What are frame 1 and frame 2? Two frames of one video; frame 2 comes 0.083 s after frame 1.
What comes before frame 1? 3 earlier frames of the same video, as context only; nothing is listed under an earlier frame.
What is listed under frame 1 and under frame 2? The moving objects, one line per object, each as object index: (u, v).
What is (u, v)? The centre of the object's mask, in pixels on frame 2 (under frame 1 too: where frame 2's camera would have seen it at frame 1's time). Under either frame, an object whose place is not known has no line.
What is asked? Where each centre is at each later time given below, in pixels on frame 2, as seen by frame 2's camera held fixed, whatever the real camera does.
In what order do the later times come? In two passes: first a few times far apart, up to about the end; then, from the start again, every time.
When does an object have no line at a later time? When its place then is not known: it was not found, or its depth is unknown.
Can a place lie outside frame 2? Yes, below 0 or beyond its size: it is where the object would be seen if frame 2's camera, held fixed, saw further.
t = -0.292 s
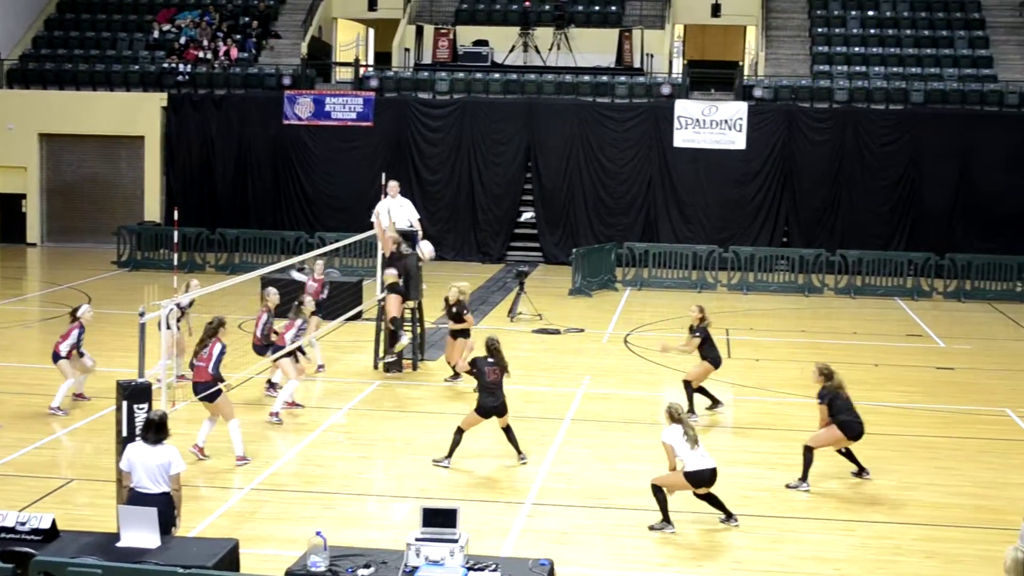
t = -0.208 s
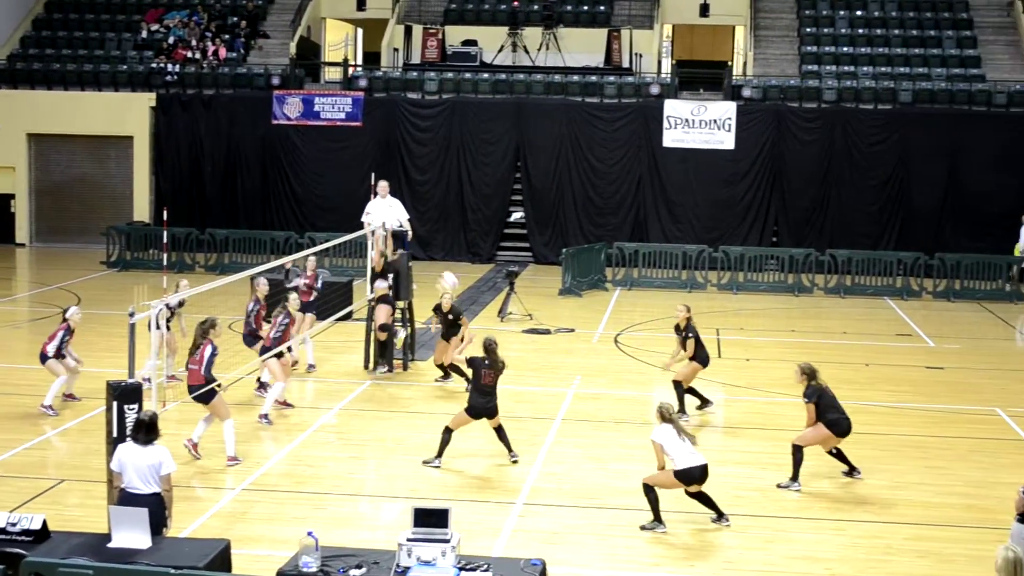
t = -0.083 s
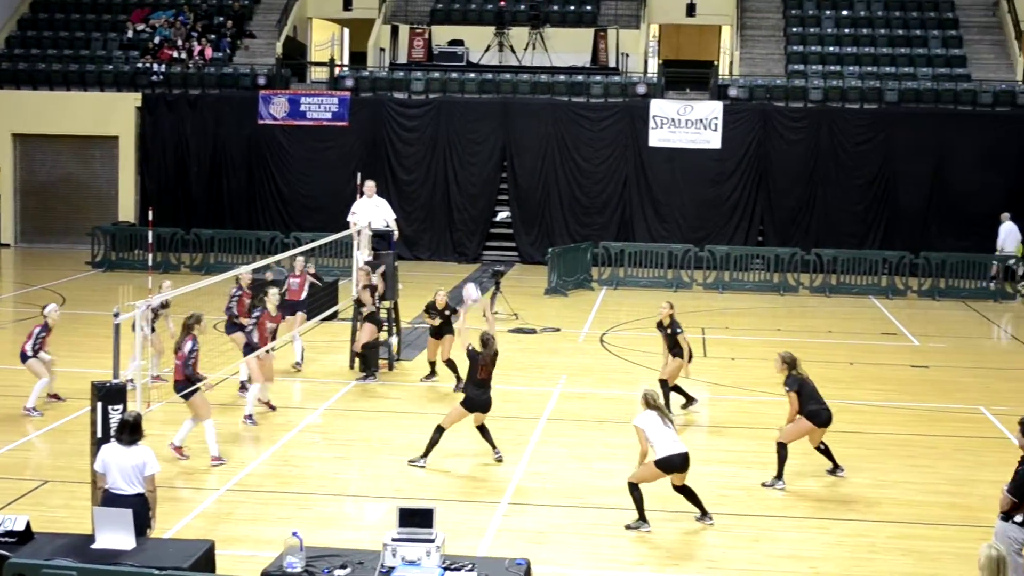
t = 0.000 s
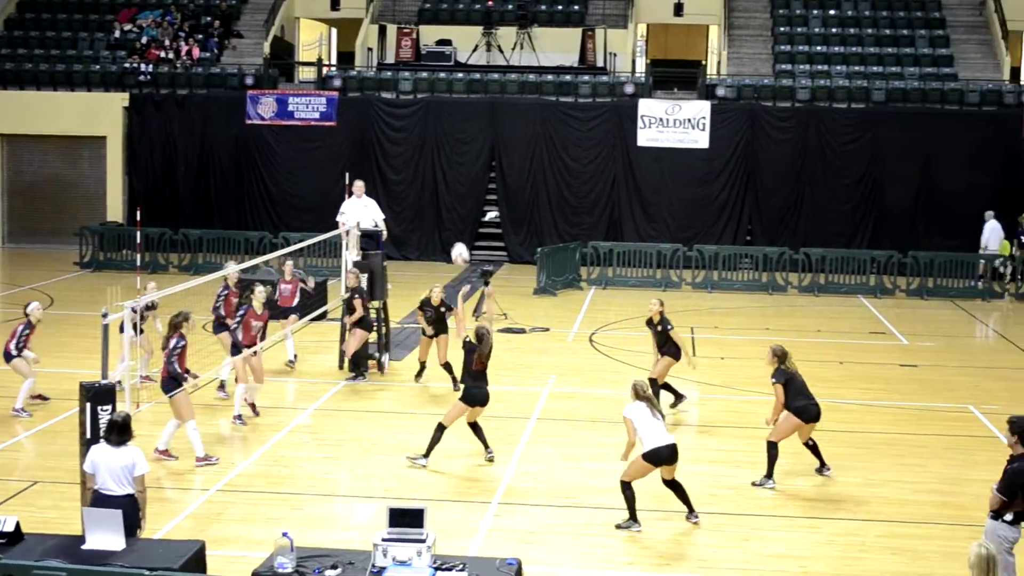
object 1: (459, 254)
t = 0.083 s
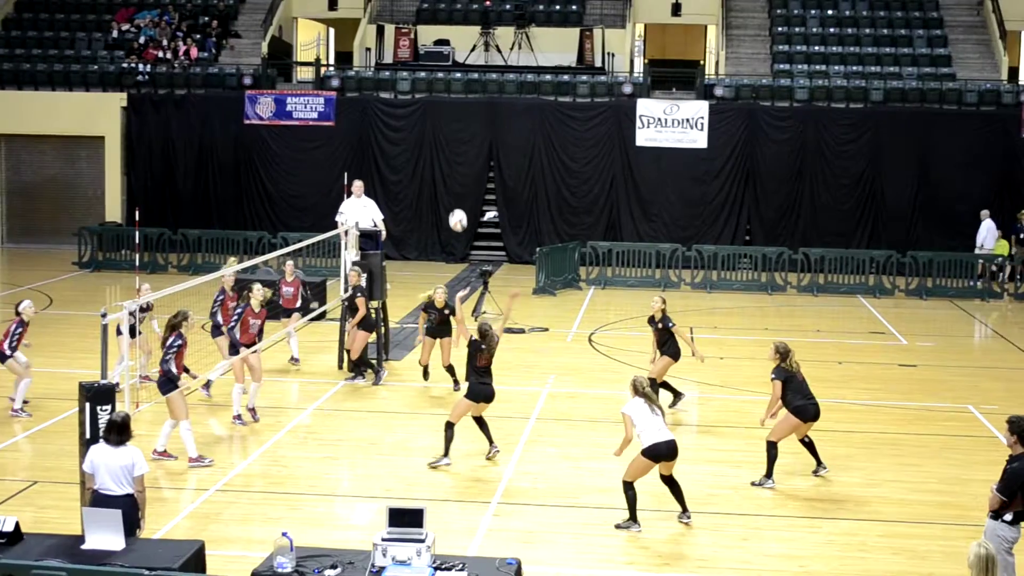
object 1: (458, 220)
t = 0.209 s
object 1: (457, 182)
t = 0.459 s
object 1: (454, 145)
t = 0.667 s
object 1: (452, 153)
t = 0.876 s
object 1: (449, 194)
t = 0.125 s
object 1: (458, 206)
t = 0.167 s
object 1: (457, 193)
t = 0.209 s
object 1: (457, 182)
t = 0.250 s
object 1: (456, 172)
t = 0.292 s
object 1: (456, 164)
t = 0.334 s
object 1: (455, 157)
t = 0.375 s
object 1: (455, 151)
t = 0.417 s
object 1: (454, 147)
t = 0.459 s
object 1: (454, 145)
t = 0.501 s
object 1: (454, 144)
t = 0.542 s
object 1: (453, 144)
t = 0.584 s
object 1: (453, 145)
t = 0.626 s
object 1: (452, 148)
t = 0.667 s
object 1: (452, 153)
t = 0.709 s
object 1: (451, 158)
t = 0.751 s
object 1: (451, 165)
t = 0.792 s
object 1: (450, 173)
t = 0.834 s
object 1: (450, 183)
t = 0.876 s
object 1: (449, 194)
